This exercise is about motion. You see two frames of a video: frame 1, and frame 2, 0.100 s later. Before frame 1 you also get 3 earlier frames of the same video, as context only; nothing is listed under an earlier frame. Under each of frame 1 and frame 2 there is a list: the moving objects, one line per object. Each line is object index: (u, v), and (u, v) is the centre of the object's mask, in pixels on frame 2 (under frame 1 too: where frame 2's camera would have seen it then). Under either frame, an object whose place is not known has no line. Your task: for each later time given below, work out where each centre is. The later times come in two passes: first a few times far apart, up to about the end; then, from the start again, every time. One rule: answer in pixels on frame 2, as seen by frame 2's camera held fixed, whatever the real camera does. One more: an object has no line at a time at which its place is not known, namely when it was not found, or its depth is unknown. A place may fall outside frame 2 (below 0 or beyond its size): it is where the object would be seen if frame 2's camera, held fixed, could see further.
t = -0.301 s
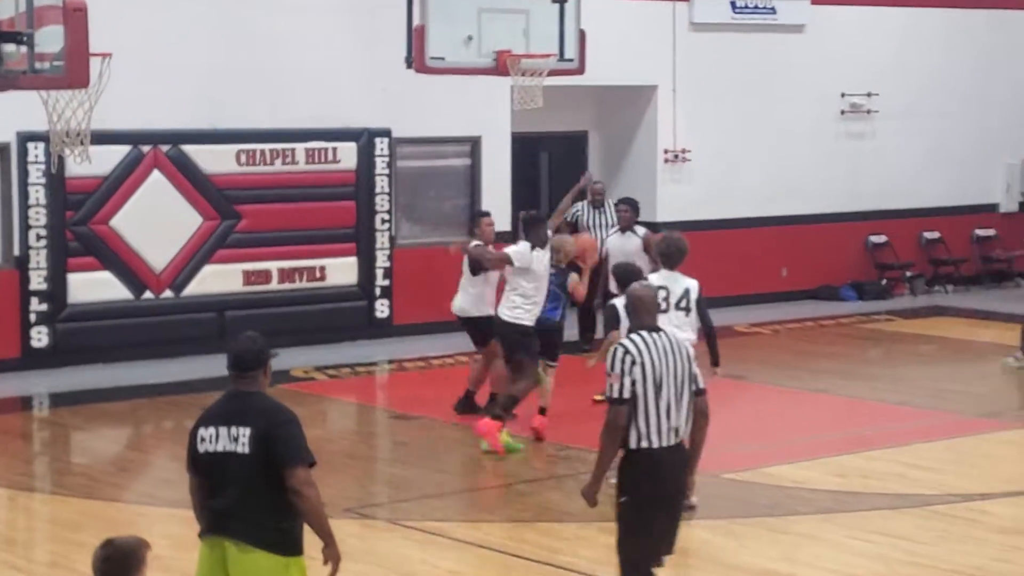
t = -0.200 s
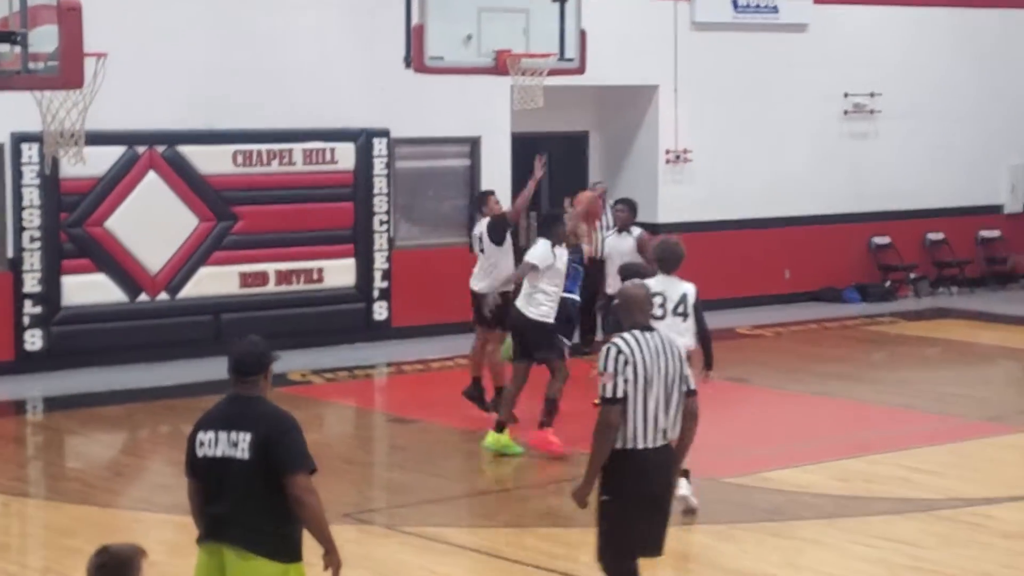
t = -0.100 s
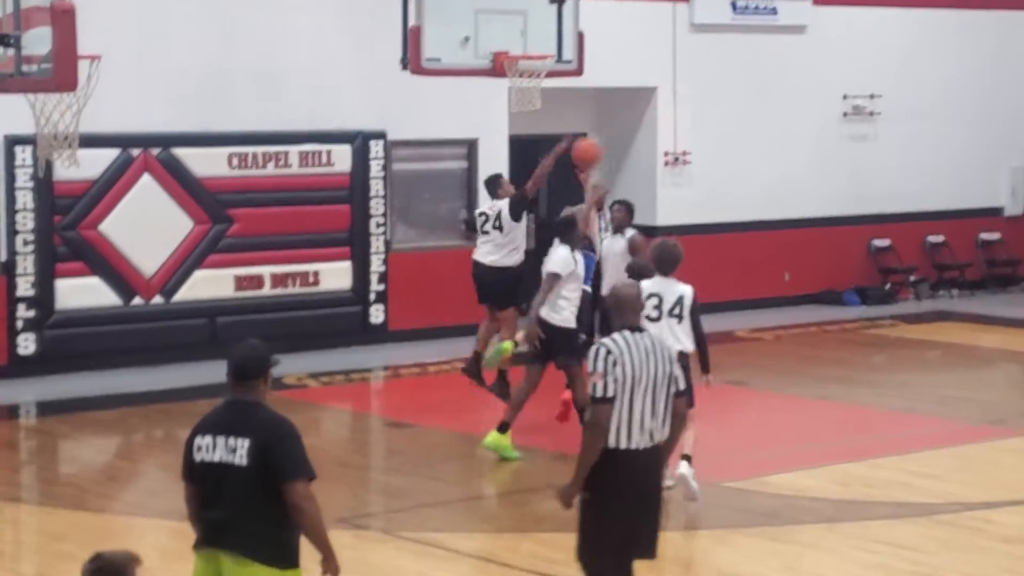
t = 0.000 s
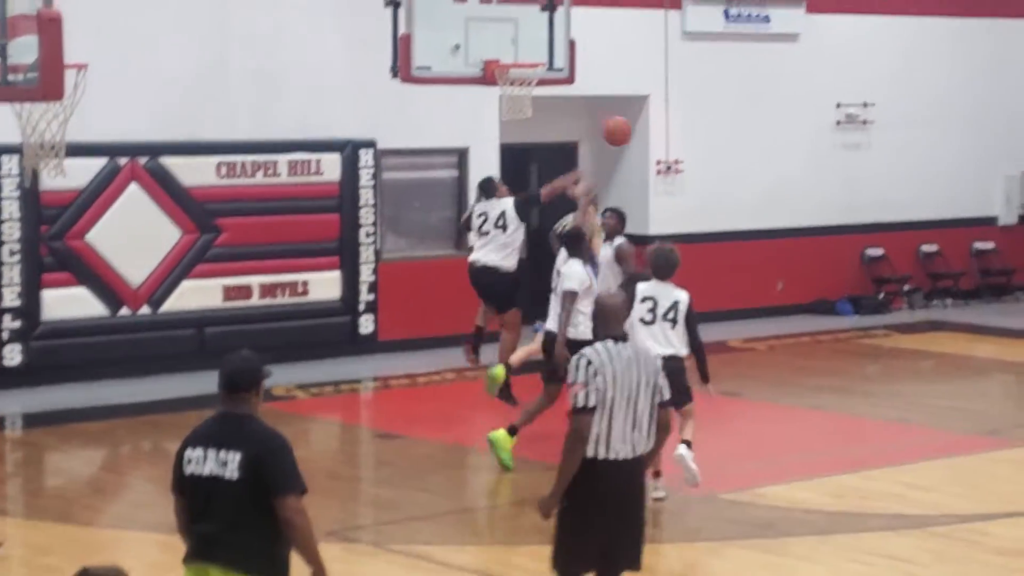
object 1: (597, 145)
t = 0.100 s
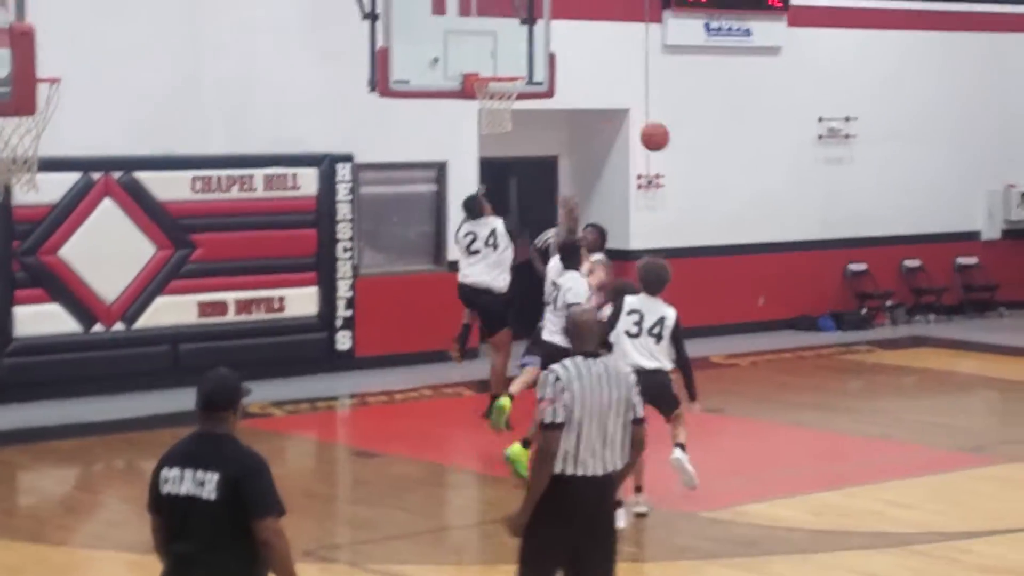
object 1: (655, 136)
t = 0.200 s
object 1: (713, 140)
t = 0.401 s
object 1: (820, 182)
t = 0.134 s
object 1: (673, 136)
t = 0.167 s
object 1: (692, 137)
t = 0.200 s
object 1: (713, 140)
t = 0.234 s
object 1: (731, 144)
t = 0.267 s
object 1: (749, 149)
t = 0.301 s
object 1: (767, 155)
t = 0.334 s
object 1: (785, 163)
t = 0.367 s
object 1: (802, 172)
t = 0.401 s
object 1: (820, 182)
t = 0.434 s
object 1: (838, 194)
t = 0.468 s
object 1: (856, 206)
